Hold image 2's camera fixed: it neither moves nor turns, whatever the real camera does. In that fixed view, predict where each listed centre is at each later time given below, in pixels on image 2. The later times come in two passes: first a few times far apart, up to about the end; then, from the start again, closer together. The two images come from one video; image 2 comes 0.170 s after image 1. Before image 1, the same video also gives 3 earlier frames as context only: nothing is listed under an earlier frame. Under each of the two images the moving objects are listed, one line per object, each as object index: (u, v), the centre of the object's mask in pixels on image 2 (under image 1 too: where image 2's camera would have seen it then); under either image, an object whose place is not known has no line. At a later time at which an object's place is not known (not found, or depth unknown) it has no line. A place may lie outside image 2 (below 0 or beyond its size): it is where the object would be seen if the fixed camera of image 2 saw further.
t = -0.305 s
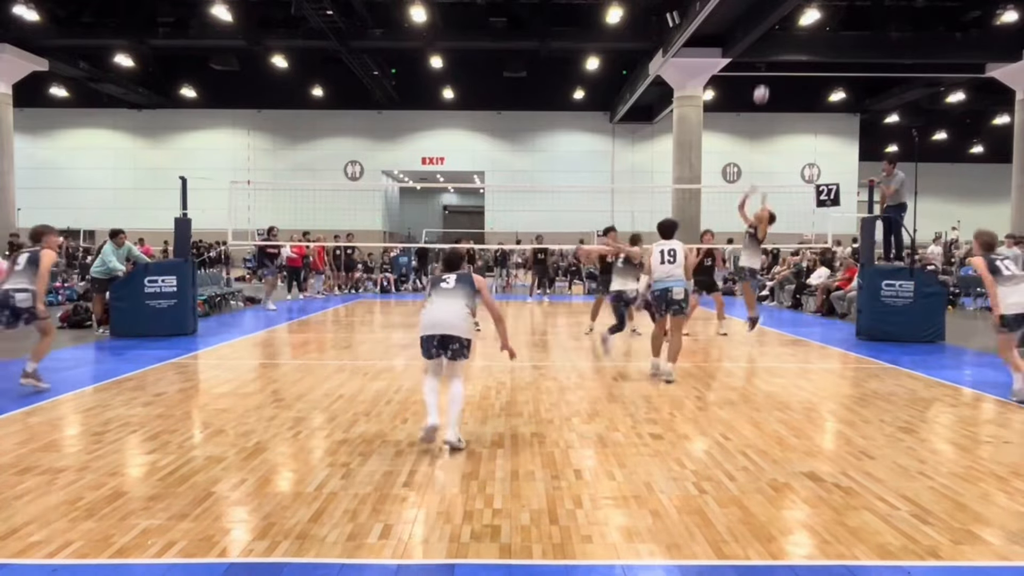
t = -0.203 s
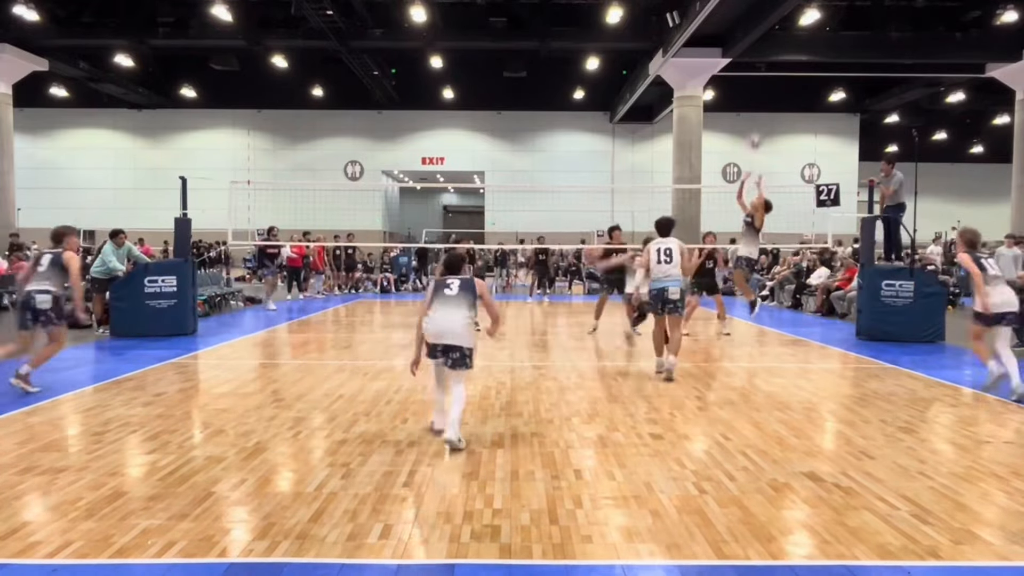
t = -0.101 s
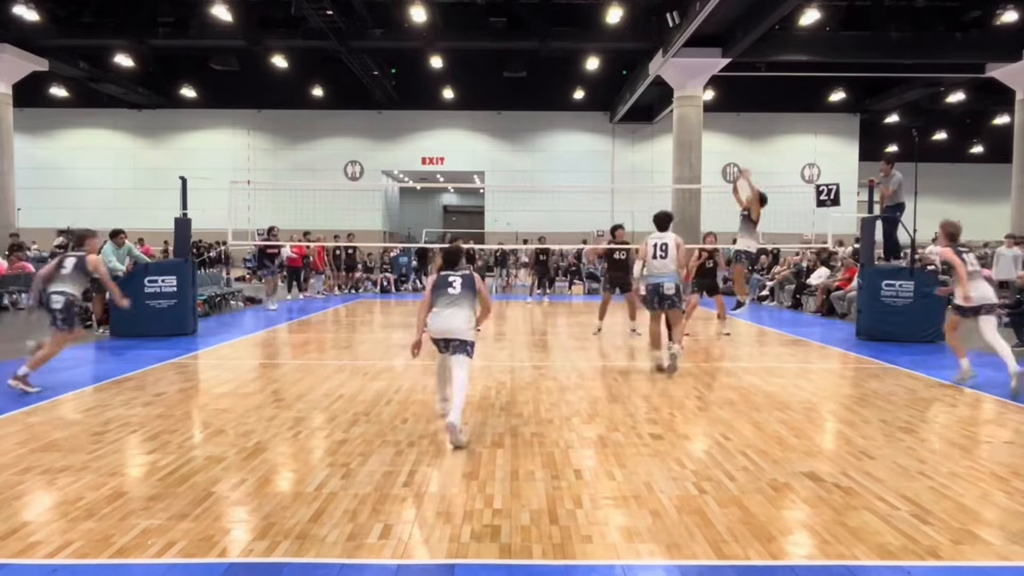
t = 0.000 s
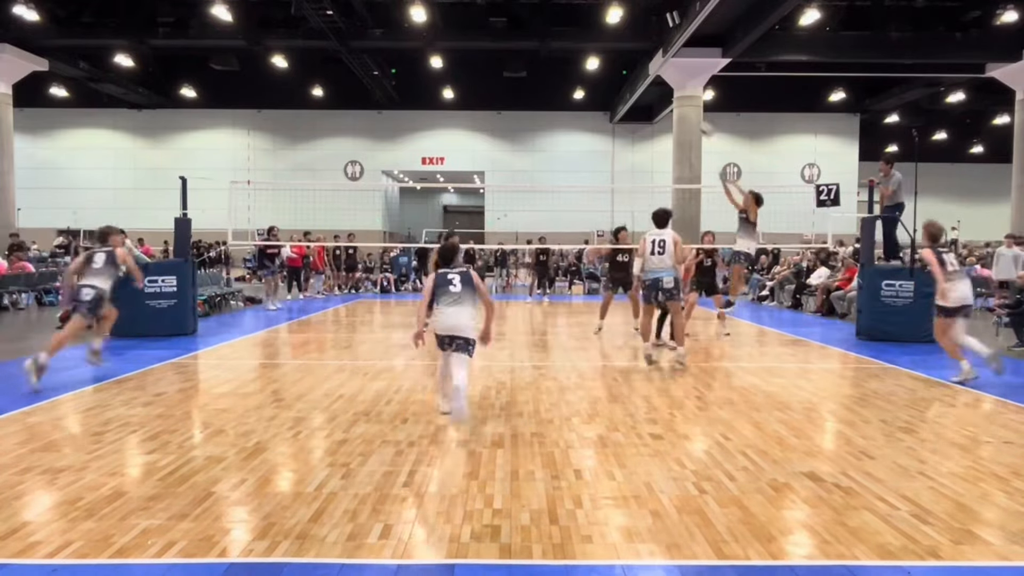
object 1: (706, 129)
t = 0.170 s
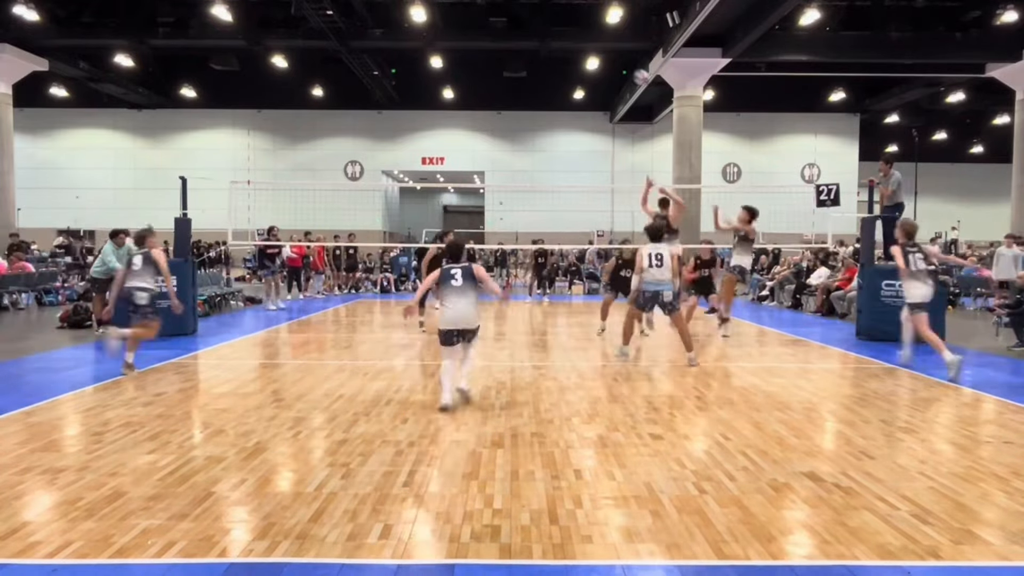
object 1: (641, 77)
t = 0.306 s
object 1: (593, 49)
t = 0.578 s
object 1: (498, 30)
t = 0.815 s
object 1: (418, 52)
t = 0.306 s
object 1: (593, 49)
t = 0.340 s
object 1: (580, 45)
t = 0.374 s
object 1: (569, 41)
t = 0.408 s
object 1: (556, 37)
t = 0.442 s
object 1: (545, 34)
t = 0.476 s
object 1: (533, 32)
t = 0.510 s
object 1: (521, 30)
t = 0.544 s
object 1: (509, 30)
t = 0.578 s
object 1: (498, 30)
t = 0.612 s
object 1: (486, 31)
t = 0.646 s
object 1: (474, 32)
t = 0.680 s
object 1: (463, 35)
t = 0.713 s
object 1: (451, 38)
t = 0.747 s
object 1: (440, 42)
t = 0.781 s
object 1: (429, 47)
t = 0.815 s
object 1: (418, 52)
